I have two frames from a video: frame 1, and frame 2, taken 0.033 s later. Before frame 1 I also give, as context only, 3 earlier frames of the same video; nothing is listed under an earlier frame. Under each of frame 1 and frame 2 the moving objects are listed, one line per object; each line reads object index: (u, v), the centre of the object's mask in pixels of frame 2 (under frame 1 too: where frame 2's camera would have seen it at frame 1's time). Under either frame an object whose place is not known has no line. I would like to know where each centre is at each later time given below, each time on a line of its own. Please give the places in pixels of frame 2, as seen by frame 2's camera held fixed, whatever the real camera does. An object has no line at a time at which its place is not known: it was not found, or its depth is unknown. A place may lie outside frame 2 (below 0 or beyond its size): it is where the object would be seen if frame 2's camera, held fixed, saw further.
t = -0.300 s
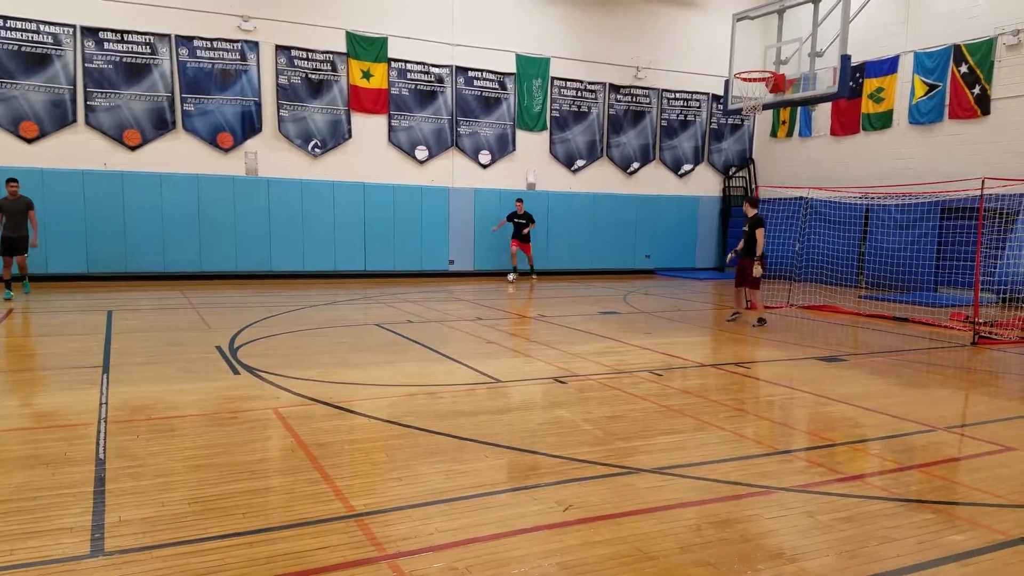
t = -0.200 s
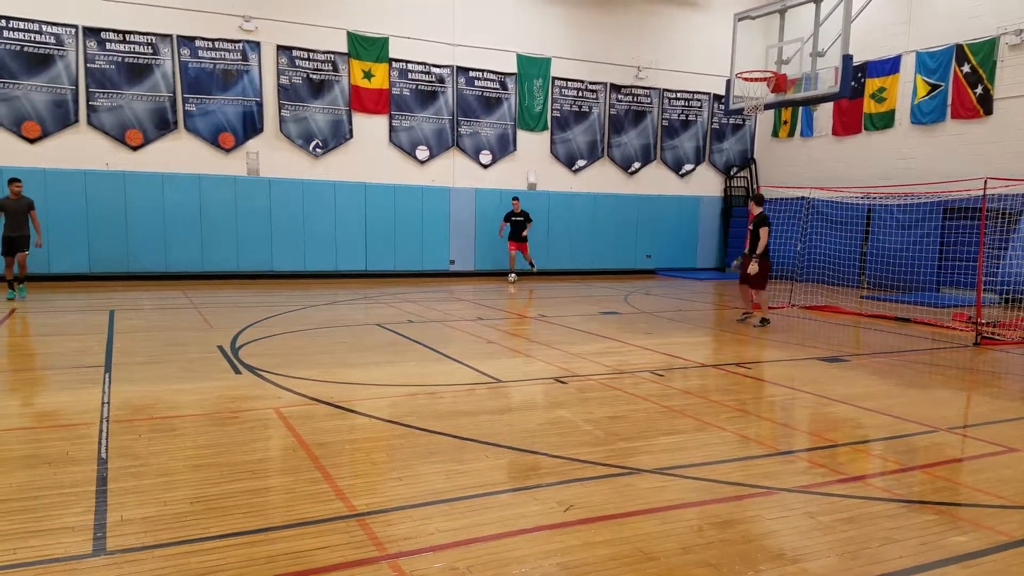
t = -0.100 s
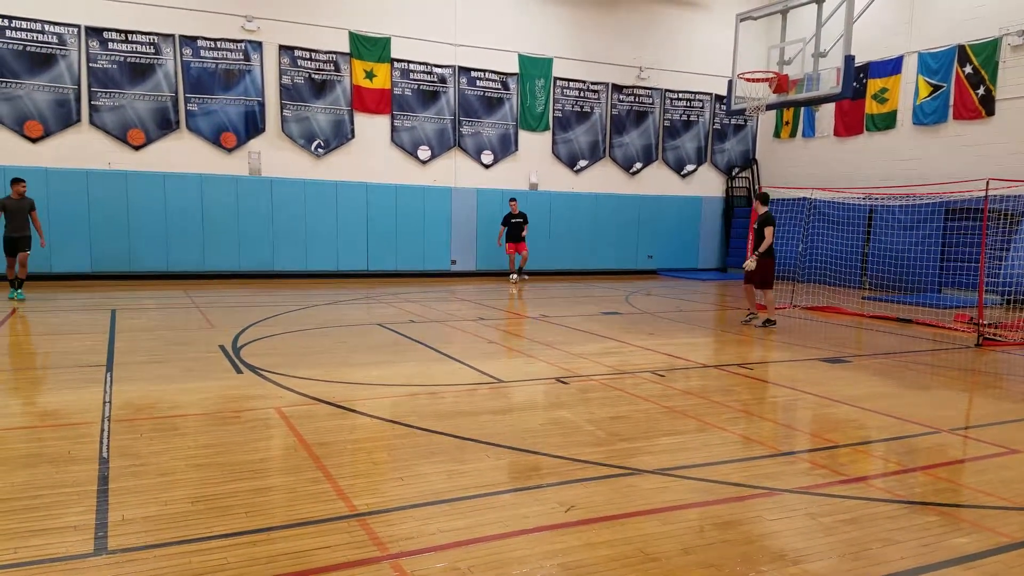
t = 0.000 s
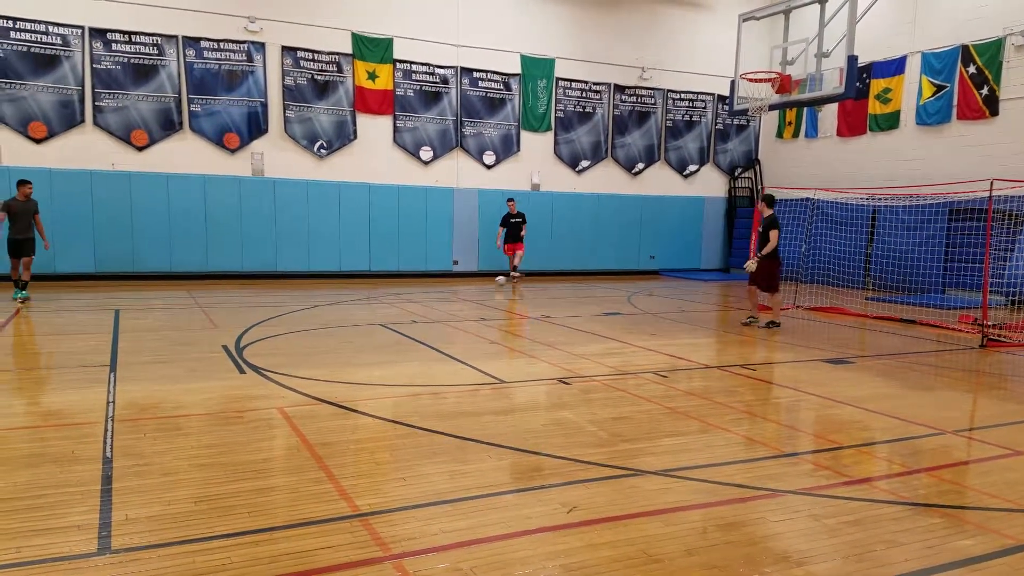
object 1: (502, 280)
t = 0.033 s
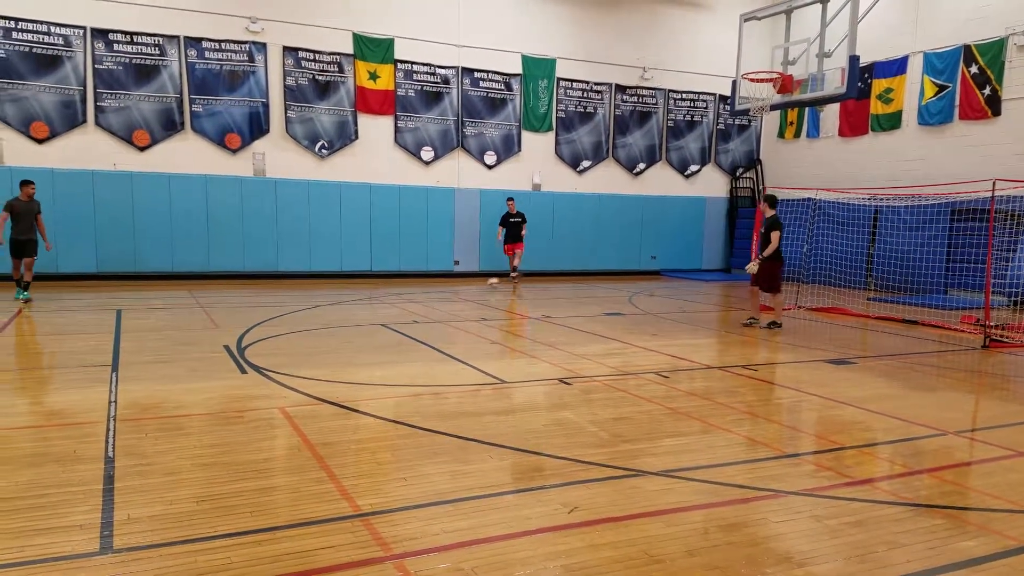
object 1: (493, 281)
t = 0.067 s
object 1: (484, 283)
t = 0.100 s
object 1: (475, 287)
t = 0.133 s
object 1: (466, 287)
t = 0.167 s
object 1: (458, 287)
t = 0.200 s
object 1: (450, 292)
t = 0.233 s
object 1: (441, 294)
